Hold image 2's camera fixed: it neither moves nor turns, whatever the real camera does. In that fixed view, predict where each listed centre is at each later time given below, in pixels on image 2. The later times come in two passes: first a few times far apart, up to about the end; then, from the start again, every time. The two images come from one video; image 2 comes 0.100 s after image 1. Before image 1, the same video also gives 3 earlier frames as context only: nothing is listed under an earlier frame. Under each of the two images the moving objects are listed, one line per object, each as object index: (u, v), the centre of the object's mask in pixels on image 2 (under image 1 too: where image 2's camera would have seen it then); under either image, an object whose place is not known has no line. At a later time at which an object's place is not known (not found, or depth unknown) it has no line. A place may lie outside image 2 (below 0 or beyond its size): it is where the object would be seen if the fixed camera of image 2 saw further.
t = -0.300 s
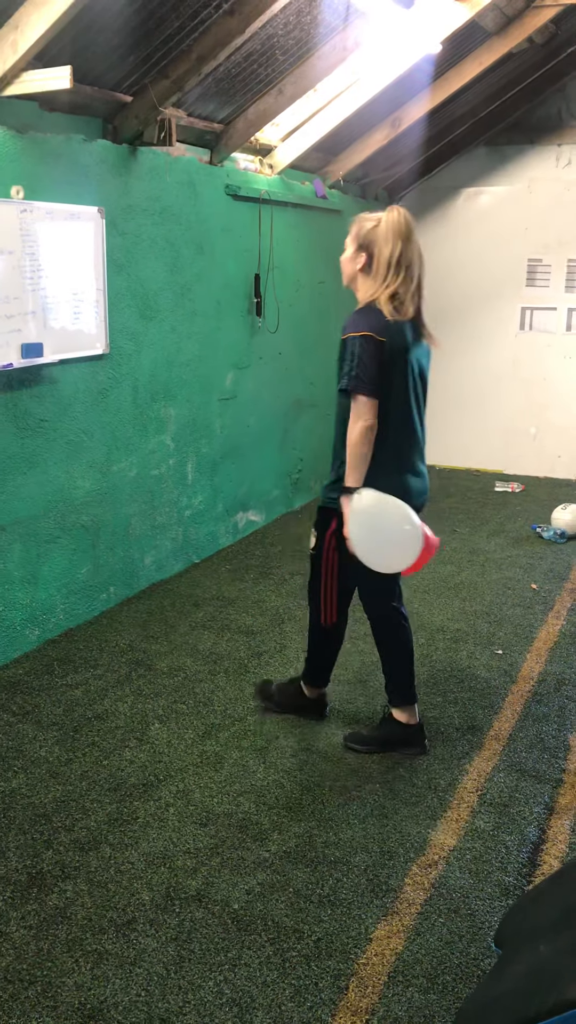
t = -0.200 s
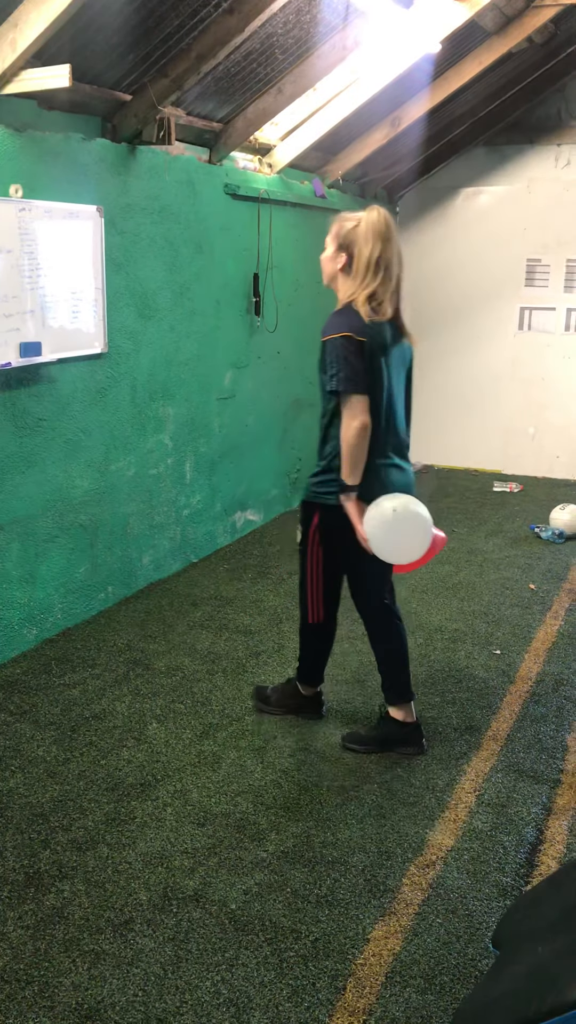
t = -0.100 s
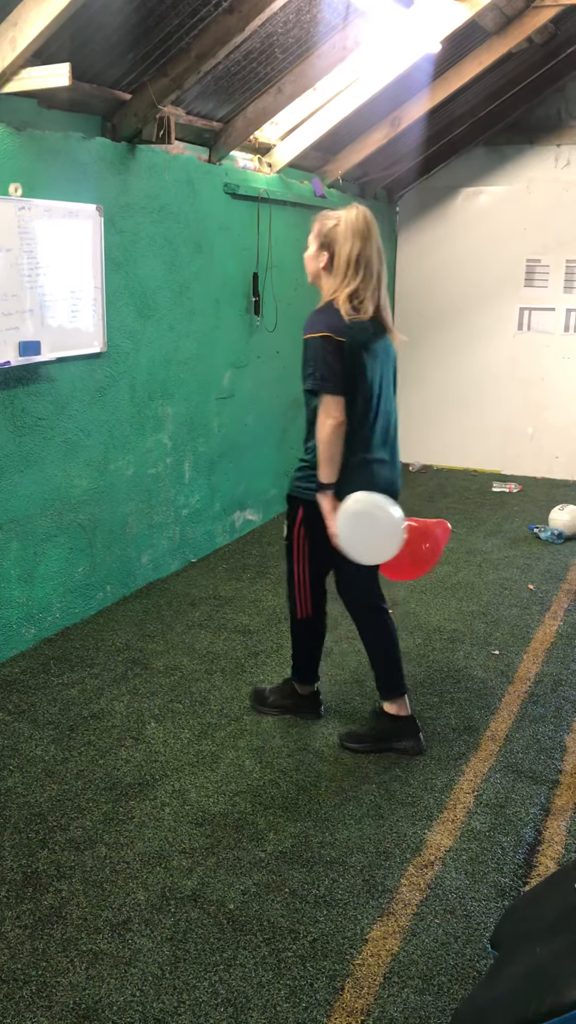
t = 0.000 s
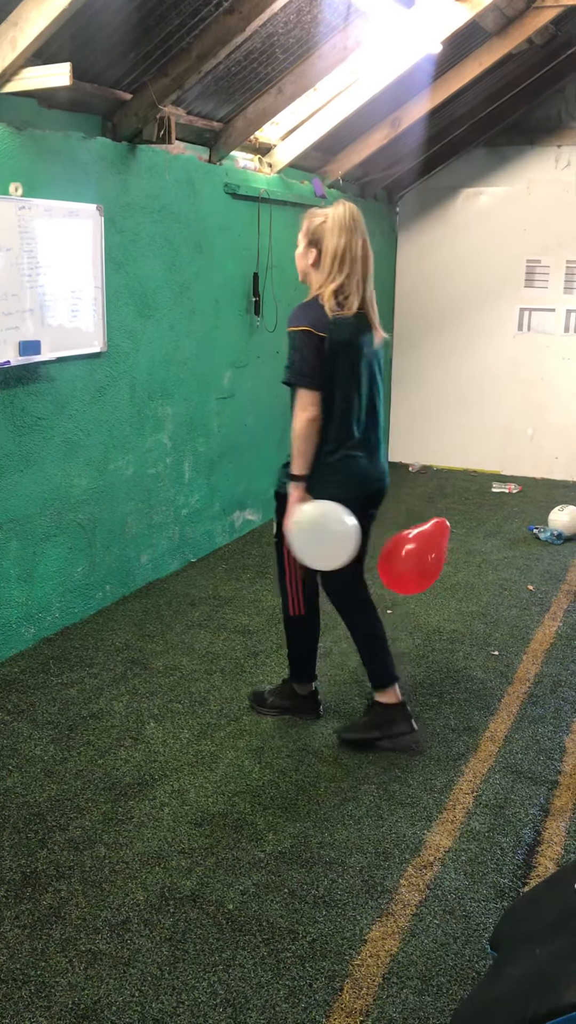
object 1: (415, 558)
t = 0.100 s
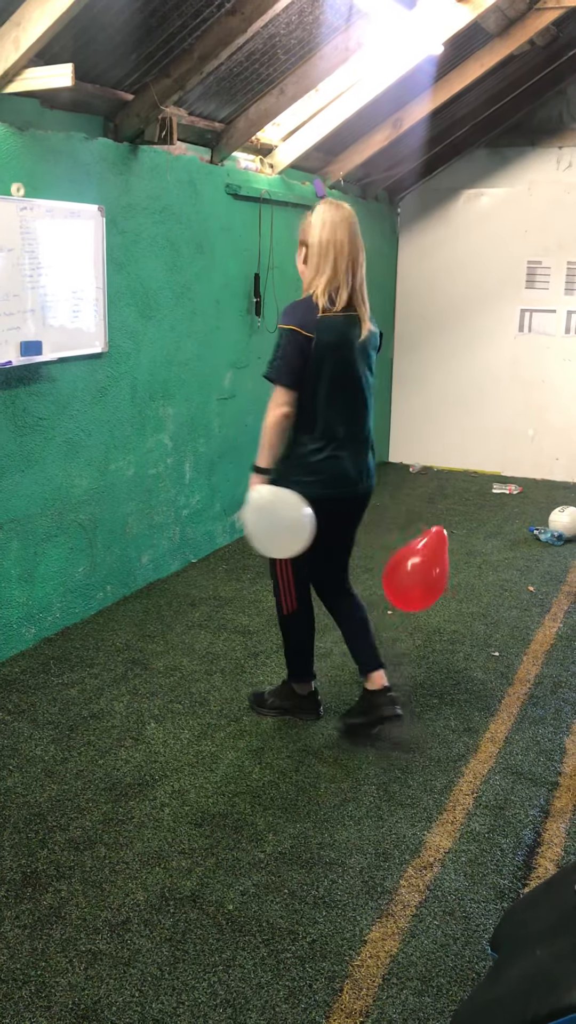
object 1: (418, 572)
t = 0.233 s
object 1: (419, 598)
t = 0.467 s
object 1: (414, 663)
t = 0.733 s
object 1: (420, 685)
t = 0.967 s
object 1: (444, 665)
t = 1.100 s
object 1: (454, 665)
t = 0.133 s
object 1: (419, 577)
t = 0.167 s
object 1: (419, 584)
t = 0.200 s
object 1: (419, 590)
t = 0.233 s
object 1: (419, 598)
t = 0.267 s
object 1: (419, 606)
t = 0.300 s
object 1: (418, 614)
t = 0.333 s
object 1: (418, 623)
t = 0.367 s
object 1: (417, 633)
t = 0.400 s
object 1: (416, 642)
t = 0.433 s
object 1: (415, 652)
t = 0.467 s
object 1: (414, 663)
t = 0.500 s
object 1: (413, 674)
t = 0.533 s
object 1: (411, 685)
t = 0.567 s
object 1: (409, 697)
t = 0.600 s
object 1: (407, 707)
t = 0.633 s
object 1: (409, 702)
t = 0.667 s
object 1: (413, 695)
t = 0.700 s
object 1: (417, 690)
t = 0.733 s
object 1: (420, 685)
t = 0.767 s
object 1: (423, 680)
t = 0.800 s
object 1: (426, 675)
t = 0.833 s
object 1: (430, 672)
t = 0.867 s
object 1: (434, 669)
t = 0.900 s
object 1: (437, 666)
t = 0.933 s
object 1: (441, 665)
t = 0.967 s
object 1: (444, 665)
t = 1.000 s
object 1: (446, 664)
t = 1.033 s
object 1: (449, 664)
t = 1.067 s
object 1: (452, 665)
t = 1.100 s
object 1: (454, 665)
